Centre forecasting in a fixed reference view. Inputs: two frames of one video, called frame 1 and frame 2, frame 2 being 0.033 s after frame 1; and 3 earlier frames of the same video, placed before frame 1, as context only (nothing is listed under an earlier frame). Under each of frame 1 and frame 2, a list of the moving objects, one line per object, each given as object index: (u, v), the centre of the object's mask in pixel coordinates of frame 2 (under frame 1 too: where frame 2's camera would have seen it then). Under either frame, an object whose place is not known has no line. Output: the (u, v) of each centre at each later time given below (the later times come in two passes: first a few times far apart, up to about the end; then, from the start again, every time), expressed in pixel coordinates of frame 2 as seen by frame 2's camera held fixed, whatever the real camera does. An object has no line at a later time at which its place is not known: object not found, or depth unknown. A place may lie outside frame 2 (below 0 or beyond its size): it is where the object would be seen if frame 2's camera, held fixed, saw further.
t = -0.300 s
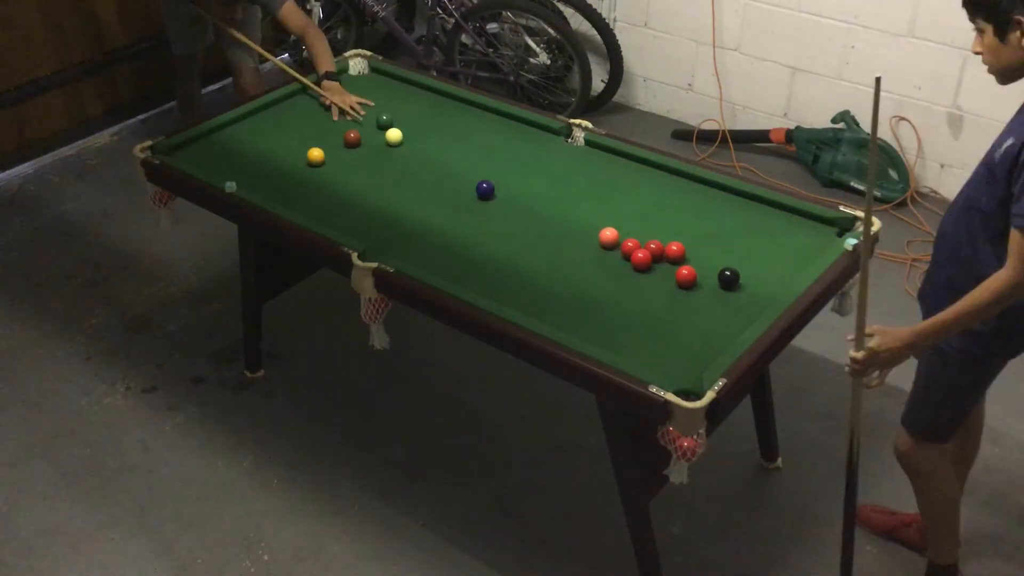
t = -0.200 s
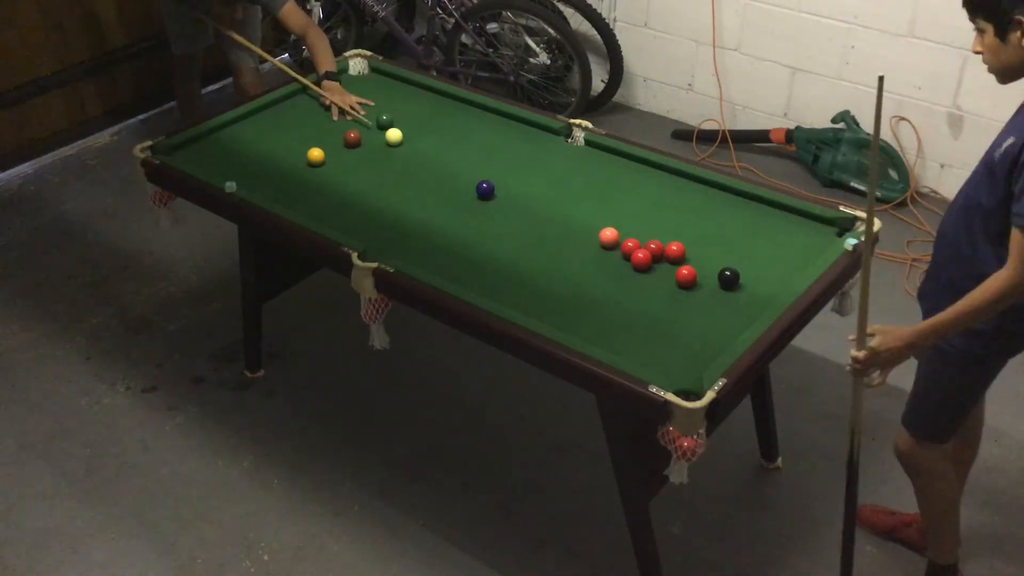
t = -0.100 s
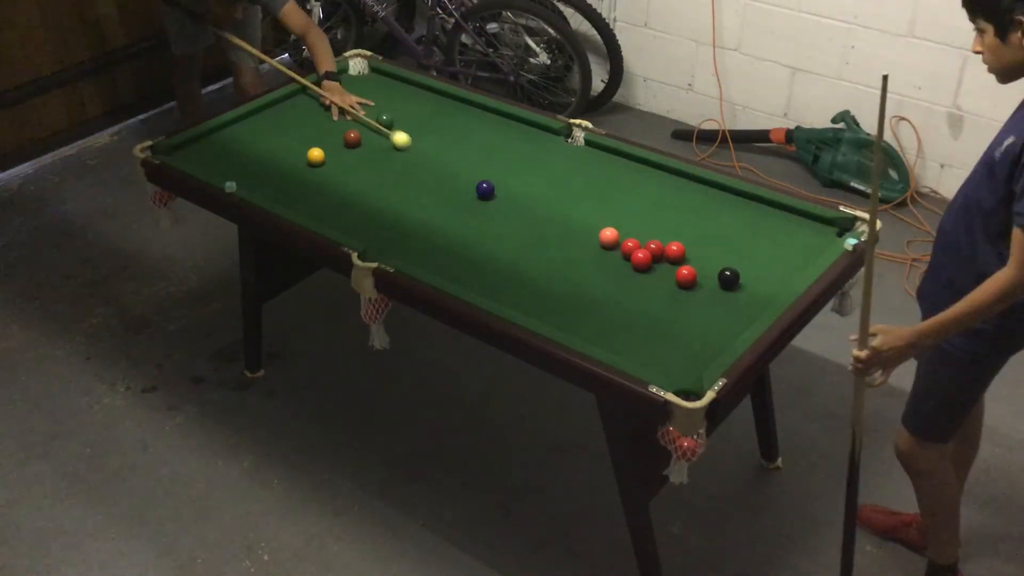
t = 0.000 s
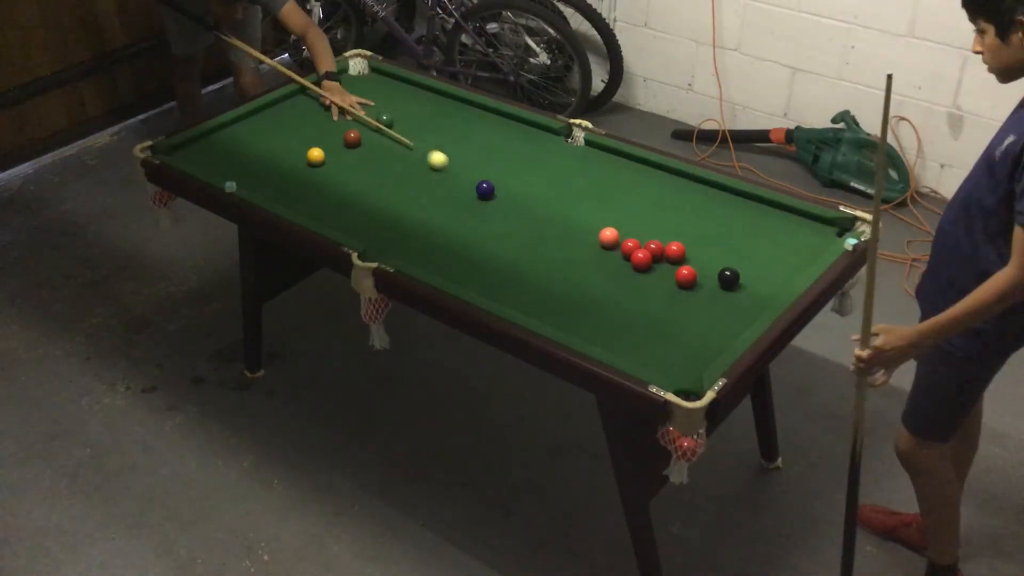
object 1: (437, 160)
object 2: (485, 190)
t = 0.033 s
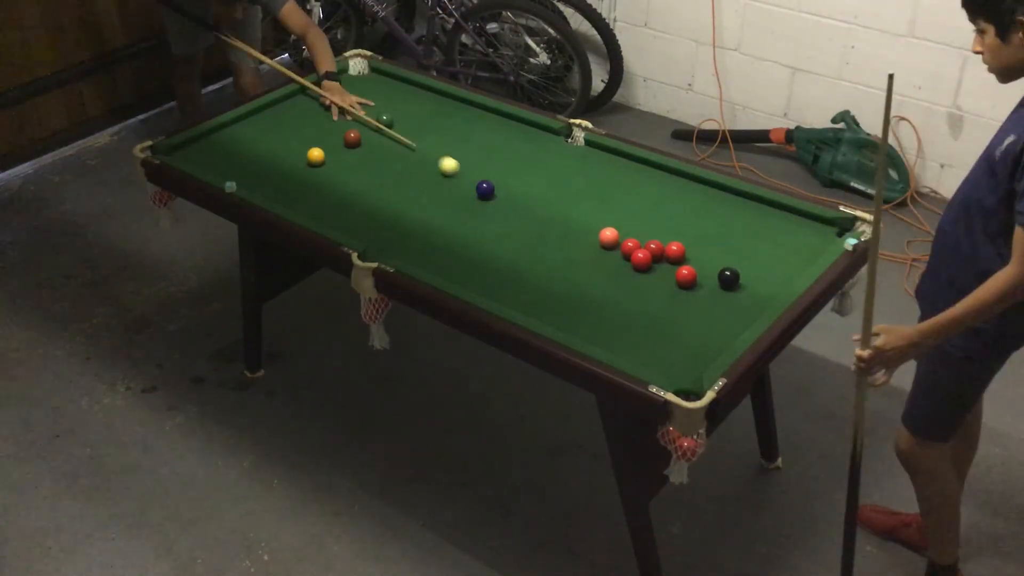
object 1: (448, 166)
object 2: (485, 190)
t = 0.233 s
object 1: (490, 181)
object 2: (505, 209)
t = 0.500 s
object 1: (526, 185)
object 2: (544, 245)
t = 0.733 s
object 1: (555, 188)
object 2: (577, 277)
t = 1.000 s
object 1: (585, 192)
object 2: (616, 316)
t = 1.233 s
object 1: (607, 194)
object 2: (650, 350)
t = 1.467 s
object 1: (626, 196)
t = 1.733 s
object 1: (643, 198)
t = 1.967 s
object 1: (654, 200)
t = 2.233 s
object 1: (662, 200)
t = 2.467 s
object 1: (665, 200)
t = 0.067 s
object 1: (458, 171)
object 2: (485, 190)
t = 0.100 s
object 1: (469, 177)
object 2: (485, 190)
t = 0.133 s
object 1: (476, 180)
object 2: (488, 193)
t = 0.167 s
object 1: (481, 180)
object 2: (494, 198)
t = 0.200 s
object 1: (485, 180)
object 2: (500, 204)
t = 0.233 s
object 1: (490, 181)
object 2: (505, 209)
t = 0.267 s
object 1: (495, 181)
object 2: (510, 213)
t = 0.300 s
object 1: (499, 182)
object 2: (515, 218)
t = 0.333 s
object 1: (504, 183)
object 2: (520, 223)
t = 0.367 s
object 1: (508, 183)
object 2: (524, 227)
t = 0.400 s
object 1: (513, 183)
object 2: (529, 232)
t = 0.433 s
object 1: (517, 184)
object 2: (534, 236)
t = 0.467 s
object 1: (522, 185)
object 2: (538, 240)
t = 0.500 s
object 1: (526, 185)
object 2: (544, 245)
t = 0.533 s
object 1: (531, 186)
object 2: (548, 250)
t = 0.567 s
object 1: (535, 186)
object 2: (553, 255)
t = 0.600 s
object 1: (539, 186)
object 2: (558, 259)
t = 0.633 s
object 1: (543, 187)
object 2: (563, 263)
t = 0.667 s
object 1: (547, 188)
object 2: (568, 268)
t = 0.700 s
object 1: (551, 188)
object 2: (573, 273)
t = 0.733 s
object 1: (555, 188)
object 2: (577, 277)
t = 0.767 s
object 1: (559, 189)
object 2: (582, 282)
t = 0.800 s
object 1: (563, 189)
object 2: (587, 287)
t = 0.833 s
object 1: (567, 189)
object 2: (592, 292)
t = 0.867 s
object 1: (571, 190)
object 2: (597, 296)
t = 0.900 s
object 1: (574, 190)
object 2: (601, 301)
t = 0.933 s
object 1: (578, 191)
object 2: (606, 306)
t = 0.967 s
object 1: (581, 191)
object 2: (611, 311)
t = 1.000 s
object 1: (585, 192)
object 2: (616, 316)
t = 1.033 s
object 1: (588, 192)
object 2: (620, 320)
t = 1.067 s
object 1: (592, 192)
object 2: (625, 325)
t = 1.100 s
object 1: (595, 193)
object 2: (630, 330)
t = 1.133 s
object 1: (598, 193)
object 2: (635, 335)
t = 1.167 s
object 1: (601, 193)
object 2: (640, 340)
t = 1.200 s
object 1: (604, 194)
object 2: (645, 345)
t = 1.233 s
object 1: (607, 194)
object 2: (650, 350)
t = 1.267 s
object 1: (610, 194)
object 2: (655, 354)
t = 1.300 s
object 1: (613, 195)
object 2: (660, 359)
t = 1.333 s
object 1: (616, 195)
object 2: (665, 364)
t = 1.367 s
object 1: (619, 195)
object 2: (670, 369)
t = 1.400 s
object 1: (621, 196)
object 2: (675, 374)
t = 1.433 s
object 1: (624, 196)
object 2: (680, 380)
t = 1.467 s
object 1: (626, 196)
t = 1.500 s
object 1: (628, 197)
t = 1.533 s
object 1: (631, 197)
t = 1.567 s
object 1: (633, 197)
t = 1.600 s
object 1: (635, 198)
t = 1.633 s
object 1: (637, 198)
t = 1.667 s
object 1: (639, 198)
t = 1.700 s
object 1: (641, 198)
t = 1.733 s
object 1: (643, 198)
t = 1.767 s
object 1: (645, 198)
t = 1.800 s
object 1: (647, 199)
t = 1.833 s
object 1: (648, 199)
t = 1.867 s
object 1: (650, 199)
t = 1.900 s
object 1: (651, 199)
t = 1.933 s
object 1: (653, 200)
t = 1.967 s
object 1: (654, 200)
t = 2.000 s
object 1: (655, 200)
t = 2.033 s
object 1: (657, 200)
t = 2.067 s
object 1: (658, 200)
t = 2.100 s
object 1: (659, 200)
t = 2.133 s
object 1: (660, 200)
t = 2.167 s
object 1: (661, 200)
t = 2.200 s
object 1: (662, 200)
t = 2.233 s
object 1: (662, 200)
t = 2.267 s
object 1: (663, 200)
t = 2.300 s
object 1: (664, 200)
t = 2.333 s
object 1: (664, 200)
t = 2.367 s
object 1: (665, 200)
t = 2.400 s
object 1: (665, 200)
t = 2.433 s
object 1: (665, 200)
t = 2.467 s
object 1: (665, 200)
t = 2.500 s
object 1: (665, 200)
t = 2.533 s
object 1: (666, 200)
